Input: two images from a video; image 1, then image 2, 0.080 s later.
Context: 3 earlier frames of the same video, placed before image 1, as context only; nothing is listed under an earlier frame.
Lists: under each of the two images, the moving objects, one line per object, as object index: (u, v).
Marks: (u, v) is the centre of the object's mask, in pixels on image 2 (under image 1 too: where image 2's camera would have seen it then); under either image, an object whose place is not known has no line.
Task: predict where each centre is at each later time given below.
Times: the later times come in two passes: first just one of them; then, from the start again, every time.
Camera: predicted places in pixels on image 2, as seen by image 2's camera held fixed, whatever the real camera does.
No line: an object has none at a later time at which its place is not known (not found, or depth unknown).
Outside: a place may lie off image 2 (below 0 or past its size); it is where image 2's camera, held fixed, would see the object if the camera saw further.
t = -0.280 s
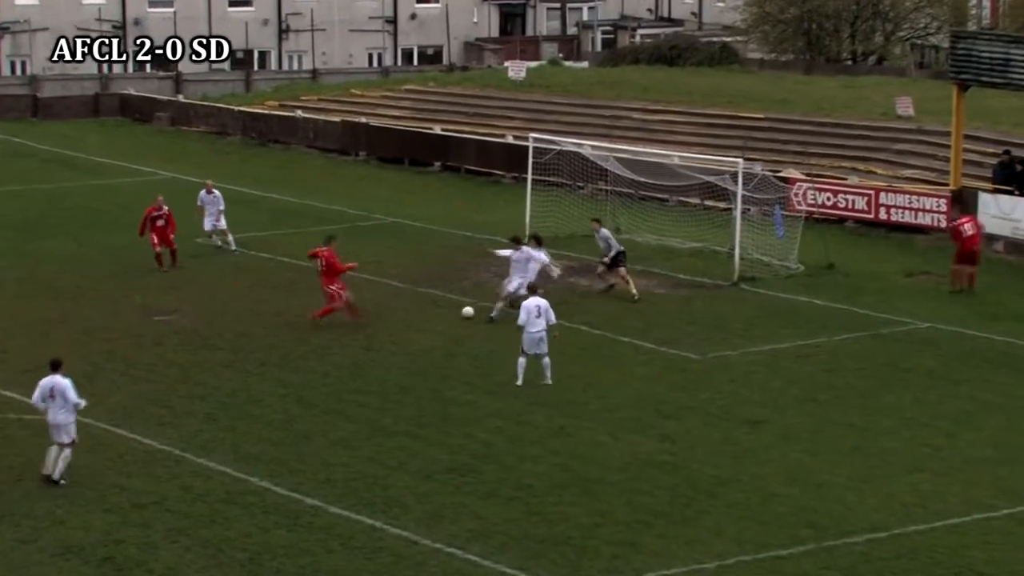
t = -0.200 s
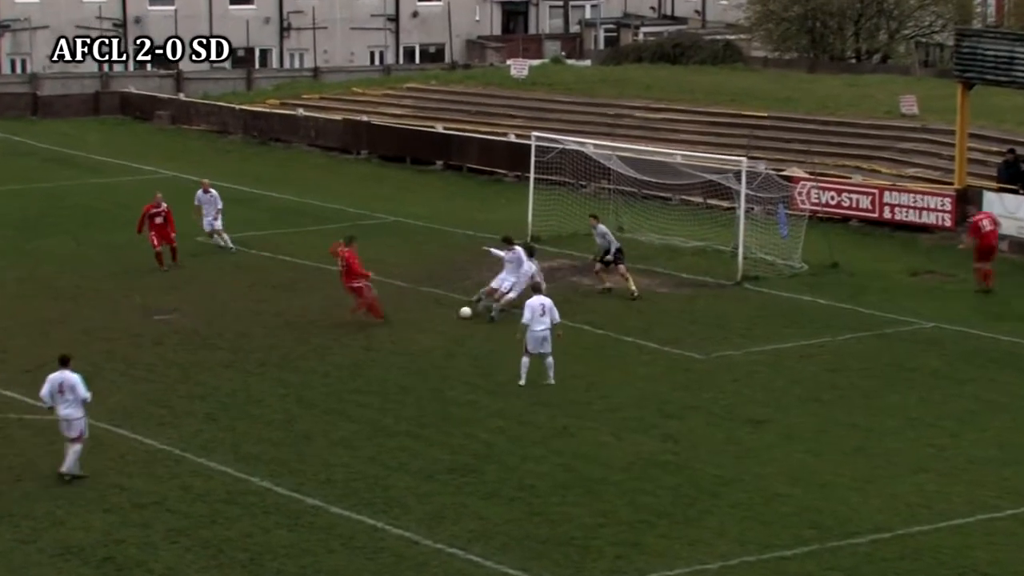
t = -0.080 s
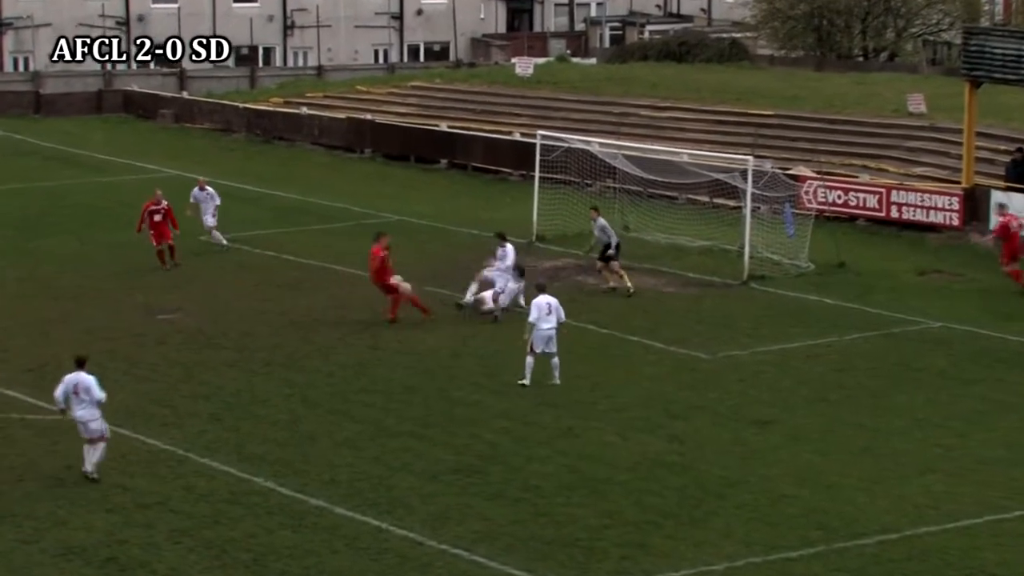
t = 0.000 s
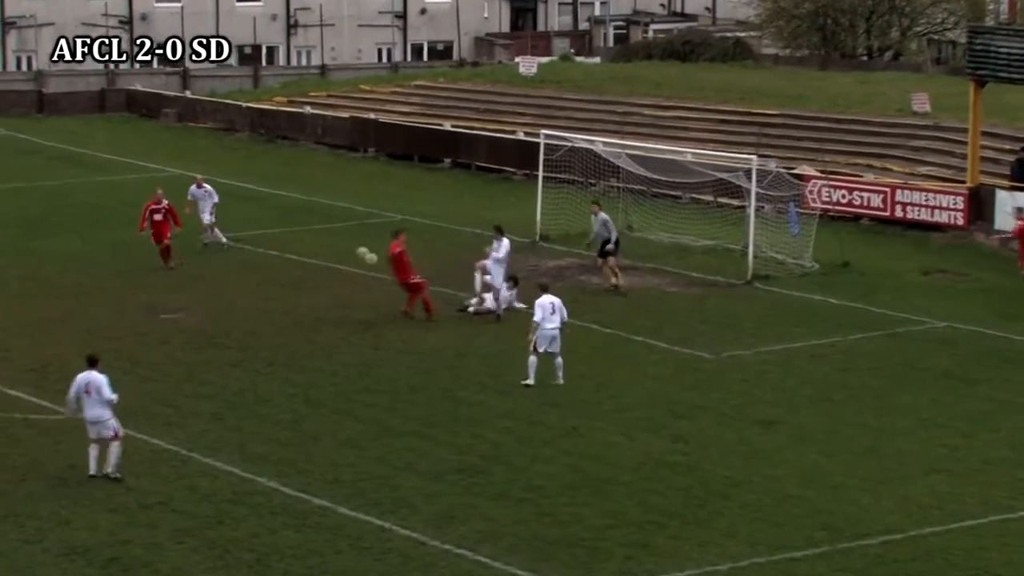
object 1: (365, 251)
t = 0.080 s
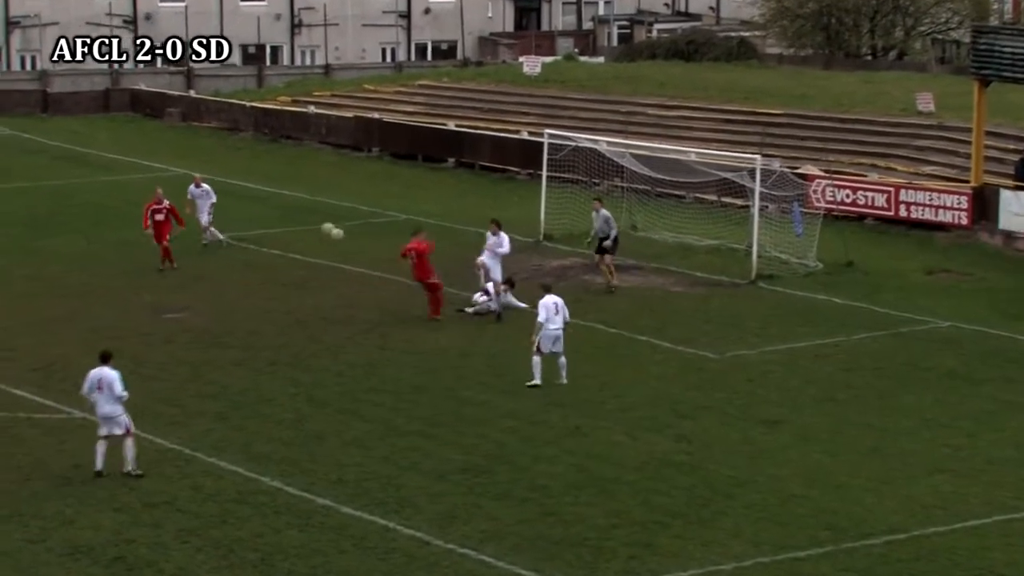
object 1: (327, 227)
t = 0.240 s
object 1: (247, 193)
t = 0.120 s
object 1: (307, 218)
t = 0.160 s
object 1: (288, 209)
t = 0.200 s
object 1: (268, 200)
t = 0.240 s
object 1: (247, 193)
